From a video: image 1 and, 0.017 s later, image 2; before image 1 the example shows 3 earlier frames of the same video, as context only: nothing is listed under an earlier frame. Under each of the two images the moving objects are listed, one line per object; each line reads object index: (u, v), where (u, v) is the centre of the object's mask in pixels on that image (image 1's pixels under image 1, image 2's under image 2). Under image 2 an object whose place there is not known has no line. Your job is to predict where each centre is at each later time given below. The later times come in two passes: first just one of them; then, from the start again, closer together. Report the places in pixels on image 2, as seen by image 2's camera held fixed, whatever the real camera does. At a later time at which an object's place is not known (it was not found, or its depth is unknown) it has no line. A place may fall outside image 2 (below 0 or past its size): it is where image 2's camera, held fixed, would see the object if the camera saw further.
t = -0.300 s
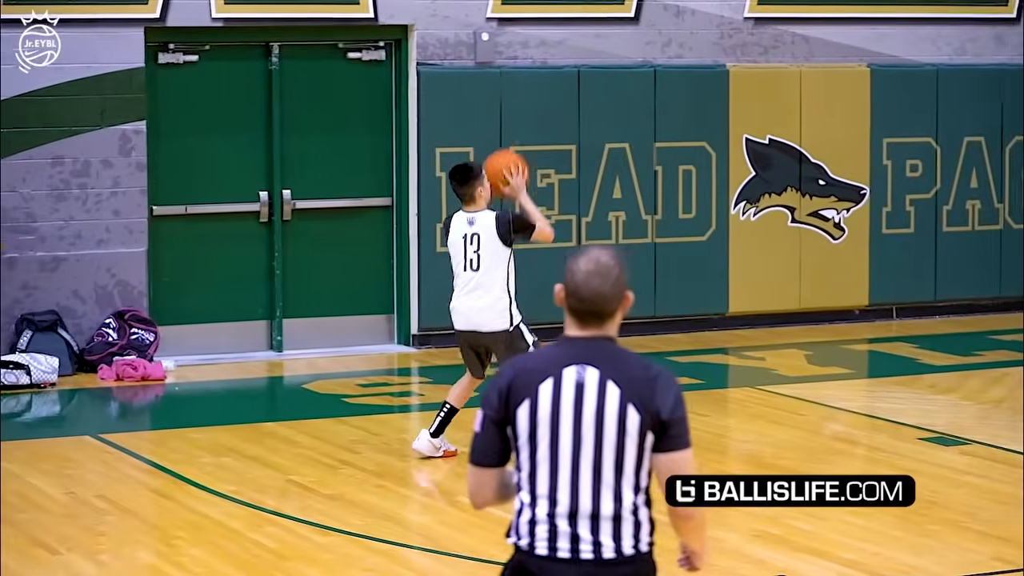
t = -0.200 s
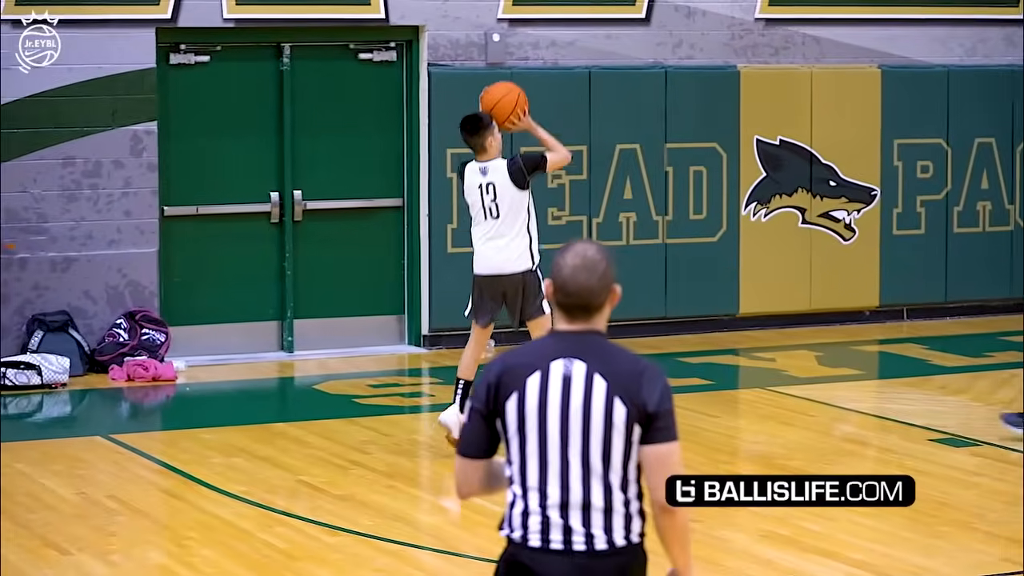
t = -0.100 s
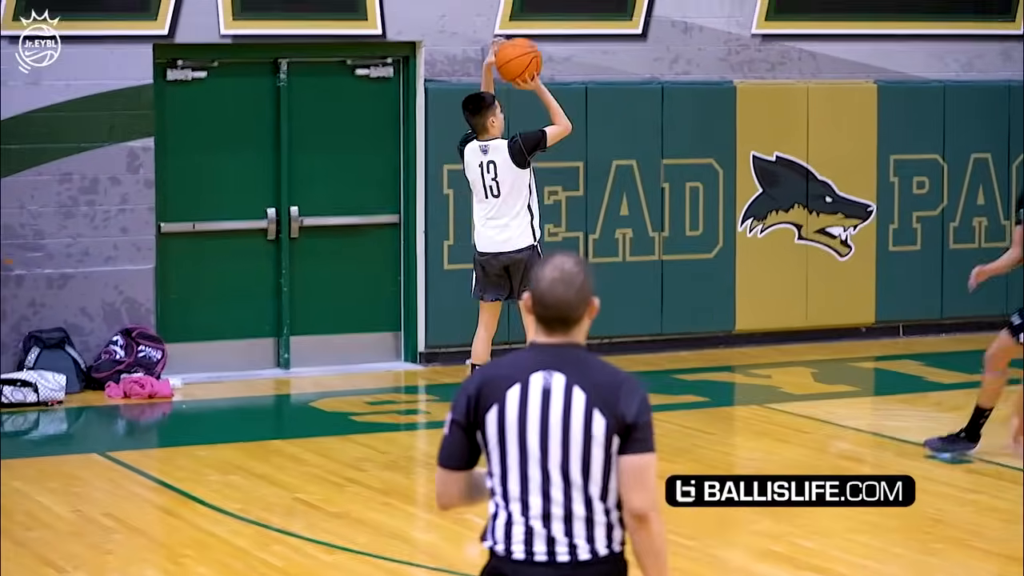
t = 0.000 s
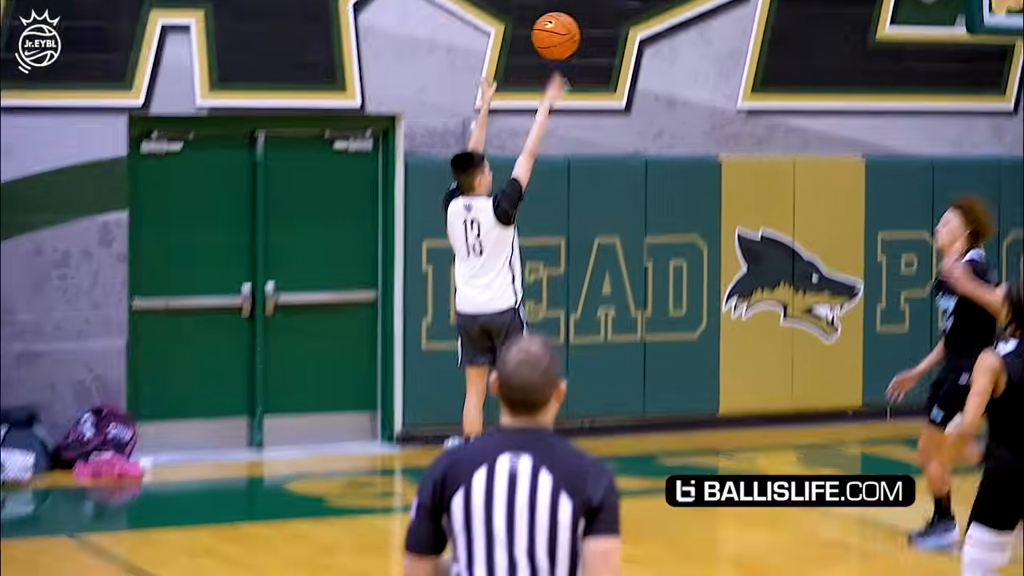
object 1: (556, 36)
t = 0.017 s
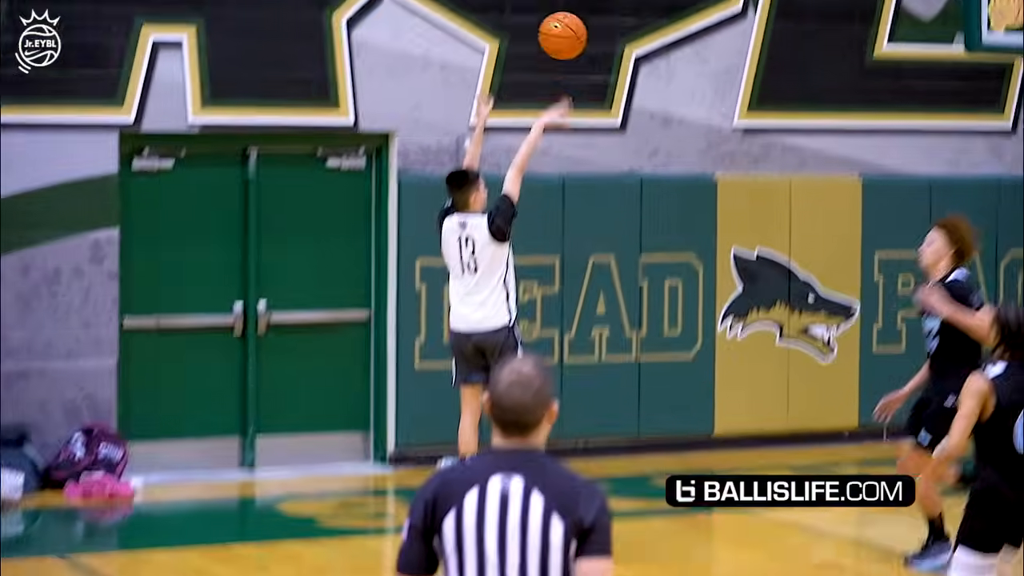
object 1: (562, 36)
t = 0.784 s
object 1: (1067, -152)
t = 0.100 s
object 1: (624, -44)
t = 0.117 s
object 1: (636, -58)
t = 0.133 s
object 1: (647, -71)
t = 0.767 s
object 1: (1058, -160)
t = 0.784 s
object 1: (1067, -152)
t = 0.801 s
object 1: (1077, -144)
